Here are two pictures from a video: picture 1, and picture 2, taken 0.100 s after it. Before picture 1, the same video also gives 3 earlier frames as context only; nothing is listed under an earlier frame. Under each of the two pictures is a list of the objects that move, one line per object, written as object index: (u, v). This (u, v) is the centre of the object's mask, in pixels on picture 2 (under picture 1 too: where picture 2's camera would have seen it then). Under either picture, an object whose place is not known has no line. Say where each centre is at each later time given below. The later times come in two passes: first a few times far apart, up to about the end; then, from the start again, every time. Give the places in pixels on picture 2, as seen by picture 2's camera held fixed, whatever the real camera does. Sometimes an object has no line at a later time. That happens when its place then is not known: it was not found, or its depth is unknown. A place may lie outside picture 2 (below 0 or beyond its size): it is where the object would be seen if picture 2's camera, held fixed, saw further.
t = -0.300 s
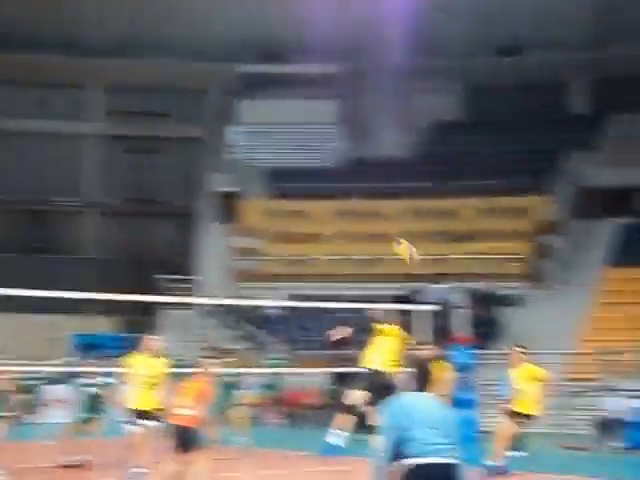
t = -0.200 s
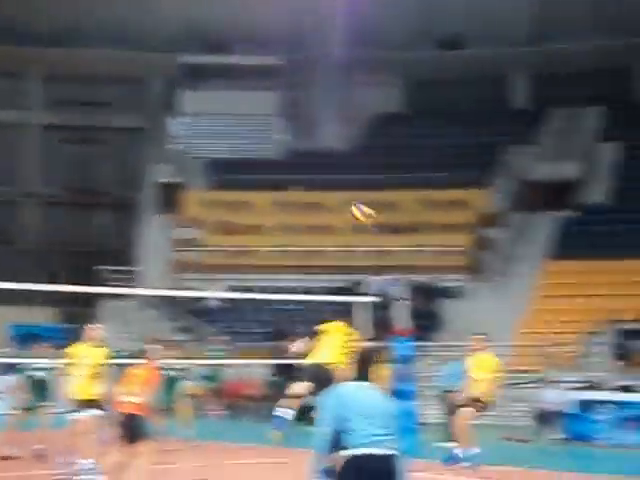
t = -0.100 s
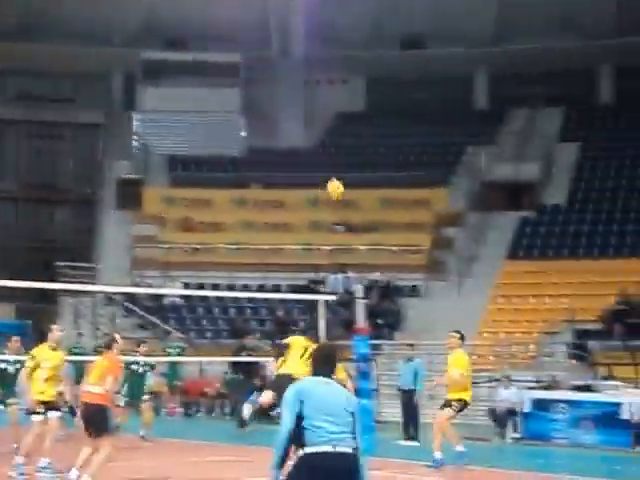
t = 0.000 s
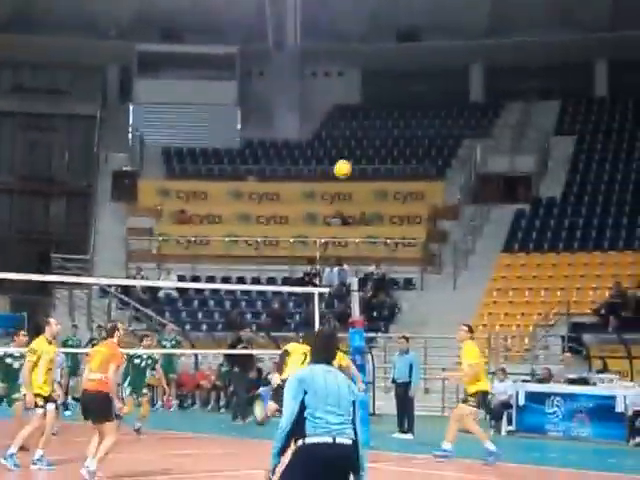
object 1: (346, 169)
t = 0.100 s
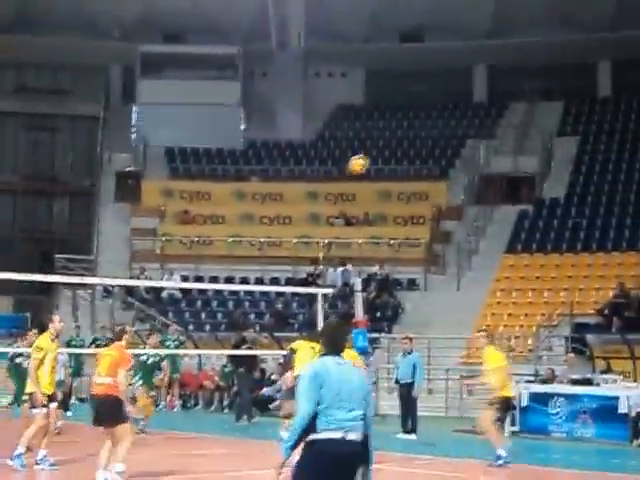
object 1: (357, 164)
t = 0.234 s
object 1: (375, 169)
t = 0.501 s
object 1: (404, 218)
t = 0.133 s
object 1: (362, 165)
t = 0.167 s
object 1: (366, 165)
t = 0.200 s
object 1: (370, 167)
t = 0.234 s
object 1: (375, 169)
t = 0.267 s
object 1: (378, 172)
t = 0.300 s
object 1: (382, 176)
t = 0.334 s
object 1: (386, 181)
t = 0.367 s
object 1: (389, 187)
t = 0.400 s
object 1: (393, 194)
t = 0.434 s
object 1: (397, 199)
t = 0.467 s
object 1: (401, 210)
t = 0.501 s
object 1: (404, 218)
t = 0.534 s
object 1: (406, 228)
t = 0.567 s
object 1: (410, 237)
